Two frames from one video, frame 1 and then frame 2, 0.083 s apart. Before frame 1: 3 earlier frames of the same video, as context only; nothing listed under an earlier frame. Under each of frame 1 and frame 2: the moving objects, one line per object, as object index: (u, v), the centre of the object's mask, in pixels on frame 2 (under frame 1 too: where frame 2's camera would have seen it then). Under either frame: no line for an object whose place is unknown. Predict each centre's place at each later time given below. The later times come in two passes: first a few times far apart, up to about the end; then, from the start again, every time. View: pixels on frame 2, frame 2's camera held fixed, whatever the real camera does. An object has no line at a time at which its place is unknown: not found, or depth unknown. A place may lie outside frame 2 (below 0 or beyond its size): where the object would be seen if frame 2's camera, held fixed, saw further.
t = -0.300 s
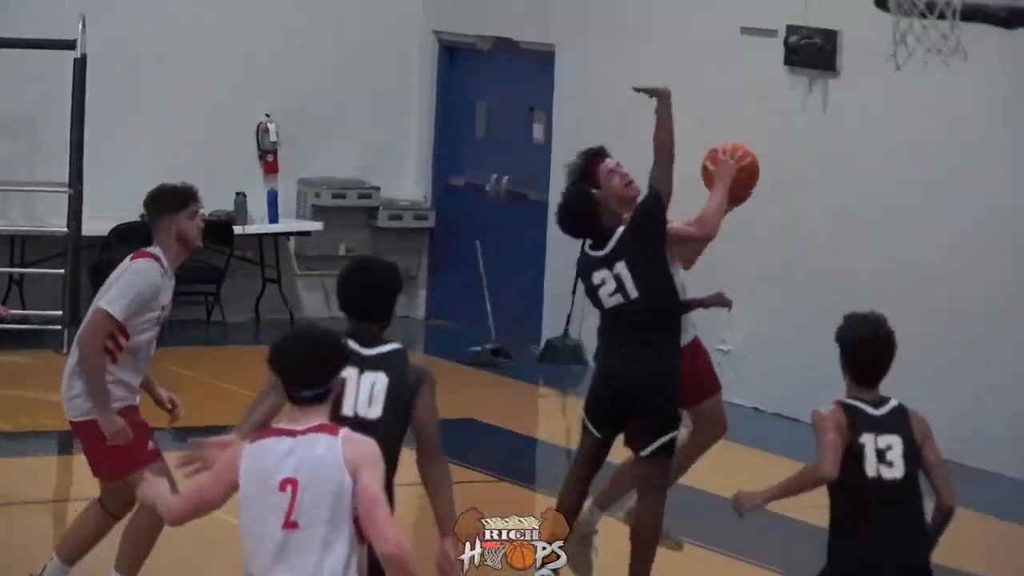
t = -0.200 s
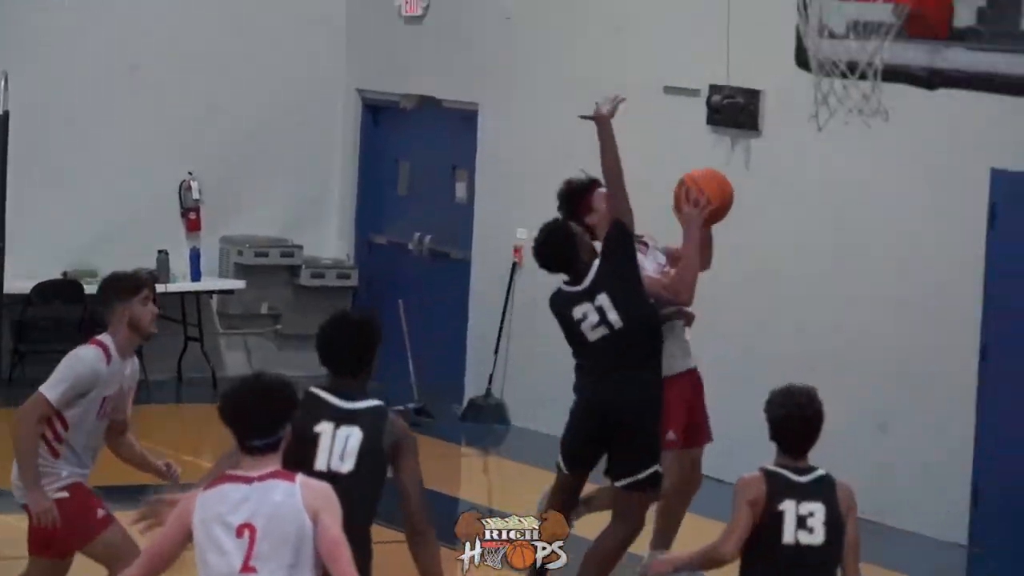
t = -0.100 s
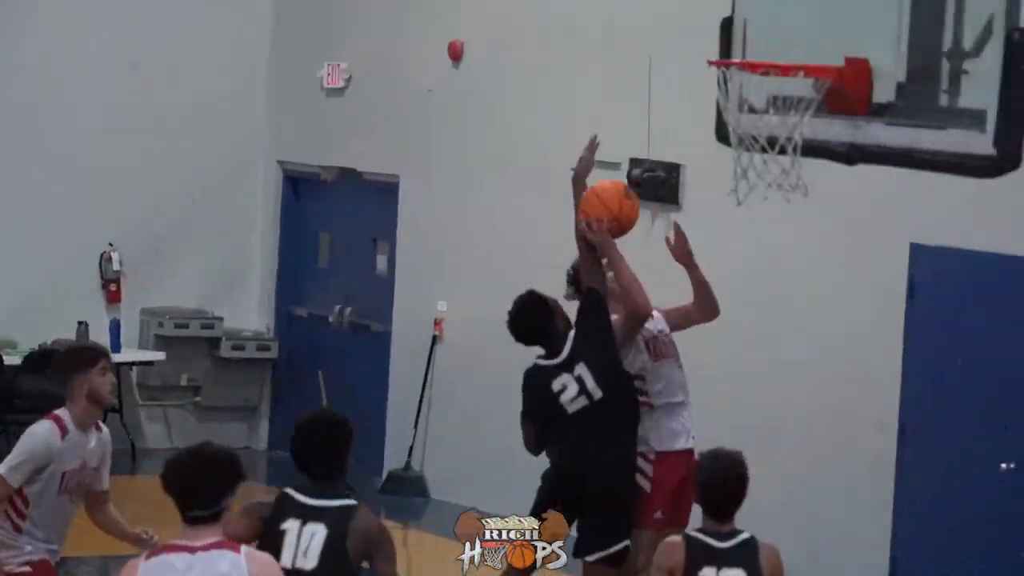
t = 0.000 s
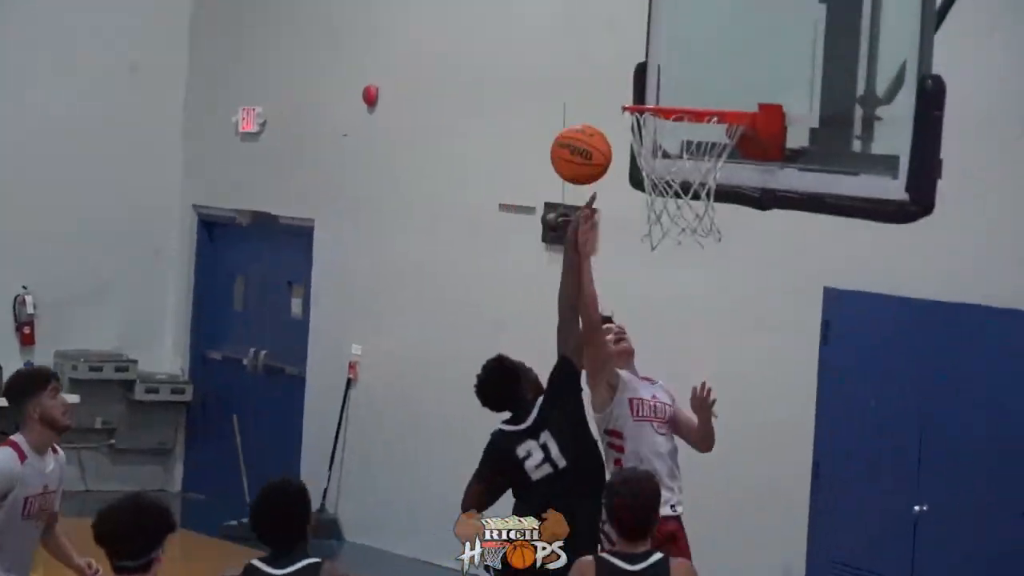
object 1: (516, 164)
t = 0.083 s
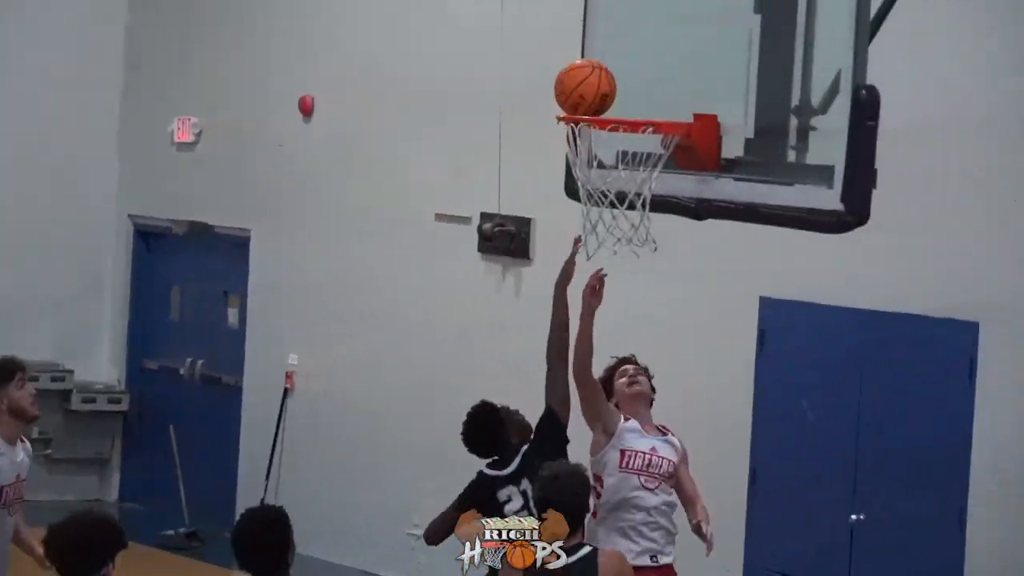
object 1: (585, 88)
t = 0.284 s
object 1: (609, 56)
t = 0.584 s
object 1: (637, 117)
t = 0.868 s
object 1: (618, 204)
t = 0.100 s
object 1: (598, 76)
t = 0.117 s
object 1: (612, 63)
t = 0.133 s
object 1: (624, 53)
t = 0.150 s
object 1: (624, 50)
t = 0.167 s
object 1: (622, 49)
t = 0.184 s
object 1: (620, 48)
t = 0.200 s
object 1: (619, 48)
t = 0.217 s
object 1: (617, 48)
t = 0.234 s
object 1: (615, 49)
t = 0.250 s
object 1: (613, 51)
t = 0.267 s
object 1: (611, 53)
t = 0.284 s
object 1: (609, 56)
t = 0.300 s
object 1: (608, 60)
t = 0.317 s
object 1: (606, 64)
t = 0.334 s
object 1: (604, 70)
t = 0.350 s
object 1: (602, 76)
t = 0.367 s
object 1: (600, 82)
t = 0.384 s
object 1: (598, 89)
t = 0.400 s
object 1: (596, 94)
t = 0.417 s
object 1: (597, 97)
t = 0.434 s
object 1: (603, 97)
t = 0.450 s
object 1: (609, 98)
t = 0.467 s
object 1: (616, 98)
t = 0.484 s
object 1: (622, 99)
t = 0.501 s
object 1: (627, 106)
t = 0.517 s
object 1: (634, 102)
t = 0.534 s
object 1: (639, 113)
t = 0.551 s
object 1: (645, 117)
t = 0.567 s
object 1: (644, 118)
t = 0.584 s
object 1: (637, 117)
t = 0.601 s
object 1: (631, 117)
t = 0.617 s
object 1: (625, 117)
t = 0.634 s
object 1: (618, 119)
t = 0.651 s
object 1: (612, 120)
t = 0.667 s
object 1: (605, 124)
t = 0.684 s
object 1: (599, 127)
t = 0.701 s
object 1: (592, 131)
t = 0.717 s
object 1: (592, 135)
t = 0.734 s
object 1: (595, 140)
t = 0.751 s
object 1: (599, 148)
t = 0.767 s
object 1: (602, 152)
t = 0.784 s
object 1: (605, 159)
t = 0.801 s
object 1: (608, 168)
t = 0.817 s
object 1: (610, 174)
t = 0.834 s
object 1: (614, 183)
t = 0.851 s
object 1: (616, 193)
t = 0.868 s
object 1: (618, 204)
